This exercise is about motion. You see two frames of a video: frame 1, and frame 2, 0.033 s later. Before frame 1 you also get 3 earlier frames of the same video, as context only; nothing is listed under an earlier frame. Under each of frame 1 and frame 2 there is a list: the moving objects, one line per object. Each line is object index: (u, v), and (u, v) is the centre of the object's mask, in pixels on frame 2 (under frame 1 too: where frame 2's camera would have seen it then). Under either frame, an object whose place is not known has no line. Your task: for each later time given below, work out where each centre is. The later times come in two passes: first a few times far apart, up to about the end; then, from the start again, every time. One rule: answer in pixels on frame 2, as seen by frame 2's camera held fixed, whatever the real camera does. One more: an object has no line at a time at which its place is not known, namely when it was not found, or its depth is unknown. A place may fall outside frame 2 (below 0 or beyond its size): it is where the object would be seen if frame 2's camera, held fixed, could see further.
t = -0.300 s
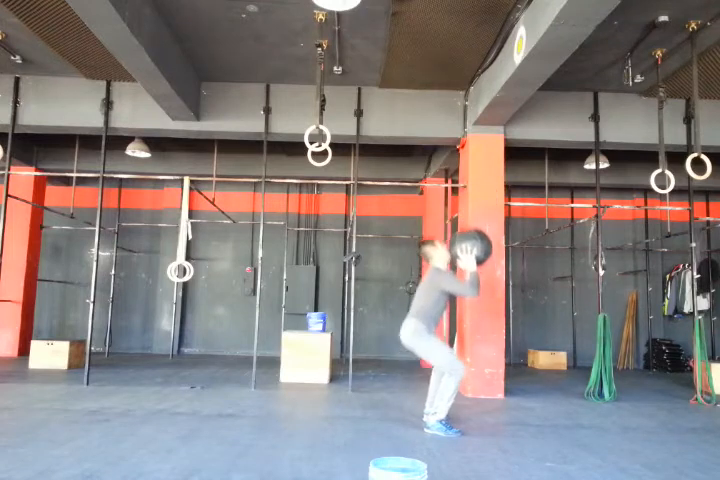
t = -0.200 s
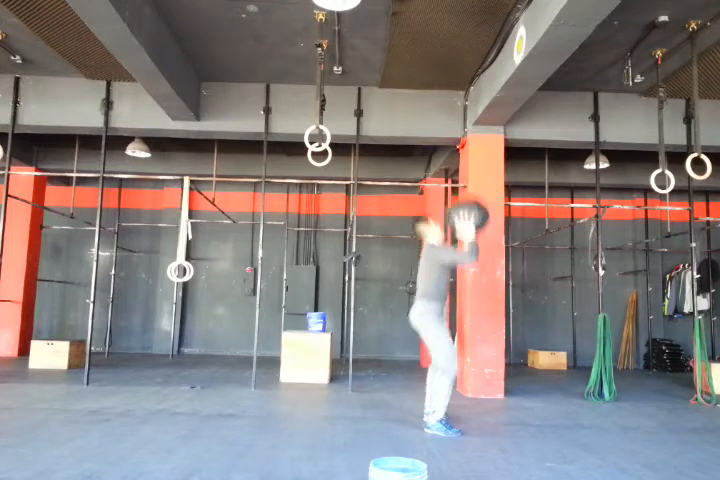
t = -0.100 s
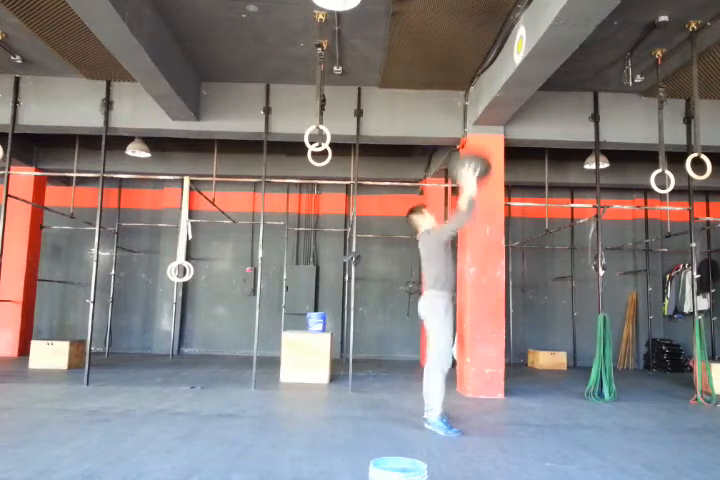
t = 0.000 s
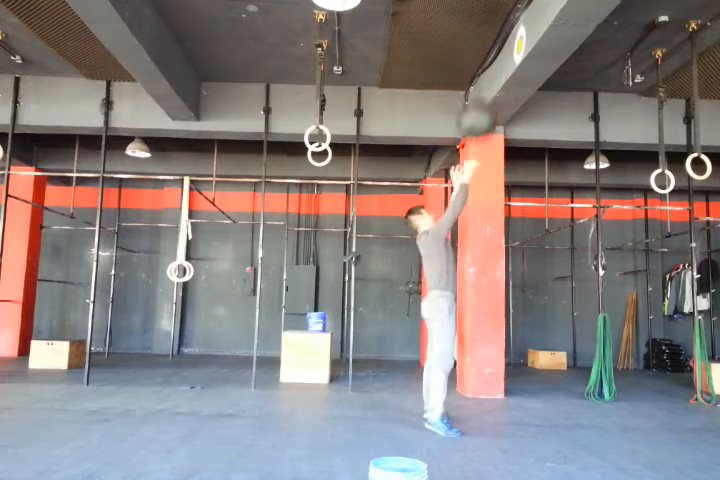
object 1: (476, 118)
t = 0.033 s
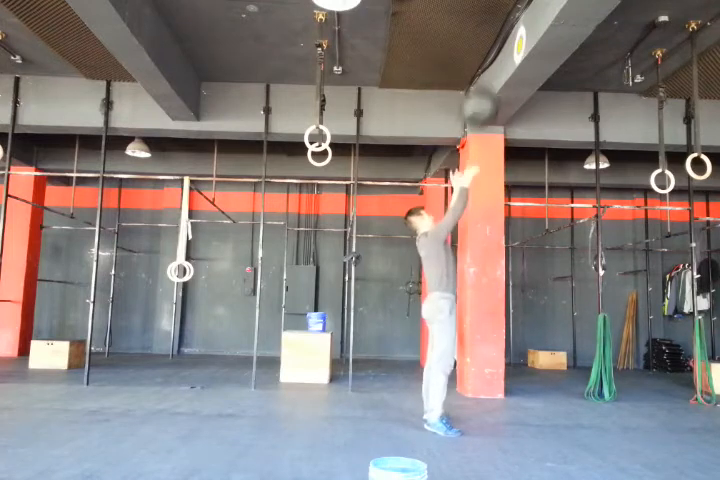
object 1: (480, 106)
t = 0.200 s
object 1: (490, 59)
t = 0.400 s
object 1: (502, 42)
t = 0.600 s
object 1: (495, 63)
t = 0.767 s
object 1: (493, 120)
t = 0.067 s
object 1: (481, 94)
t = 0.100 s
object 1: (482, 84)
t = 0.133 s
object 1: (484, 74)
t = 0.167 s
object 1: (488, 66)
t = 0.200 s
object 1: (490, 59)
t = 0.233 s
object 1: (492, 54)
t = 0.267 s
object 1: (494, 50)
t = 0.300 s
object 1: (497, 47)
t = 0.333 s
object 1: (499, 45)
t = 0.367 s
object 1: (501, 42)
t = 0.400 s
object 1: (502, 42)
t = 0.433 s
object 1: (502, 43)
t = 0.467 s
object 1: (501, 44)
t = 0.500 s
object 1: (500, 47)
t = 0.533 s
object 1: (499, 51)
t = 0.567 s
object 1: (498, 57)
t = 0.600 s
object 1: (495, 63)
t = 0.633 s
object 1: (495, 71)
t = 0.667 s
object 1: (493, 80)
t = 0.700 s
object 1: (492, 93)
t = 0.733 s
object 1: (489, 105)
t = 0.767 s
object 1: (493, 120)
